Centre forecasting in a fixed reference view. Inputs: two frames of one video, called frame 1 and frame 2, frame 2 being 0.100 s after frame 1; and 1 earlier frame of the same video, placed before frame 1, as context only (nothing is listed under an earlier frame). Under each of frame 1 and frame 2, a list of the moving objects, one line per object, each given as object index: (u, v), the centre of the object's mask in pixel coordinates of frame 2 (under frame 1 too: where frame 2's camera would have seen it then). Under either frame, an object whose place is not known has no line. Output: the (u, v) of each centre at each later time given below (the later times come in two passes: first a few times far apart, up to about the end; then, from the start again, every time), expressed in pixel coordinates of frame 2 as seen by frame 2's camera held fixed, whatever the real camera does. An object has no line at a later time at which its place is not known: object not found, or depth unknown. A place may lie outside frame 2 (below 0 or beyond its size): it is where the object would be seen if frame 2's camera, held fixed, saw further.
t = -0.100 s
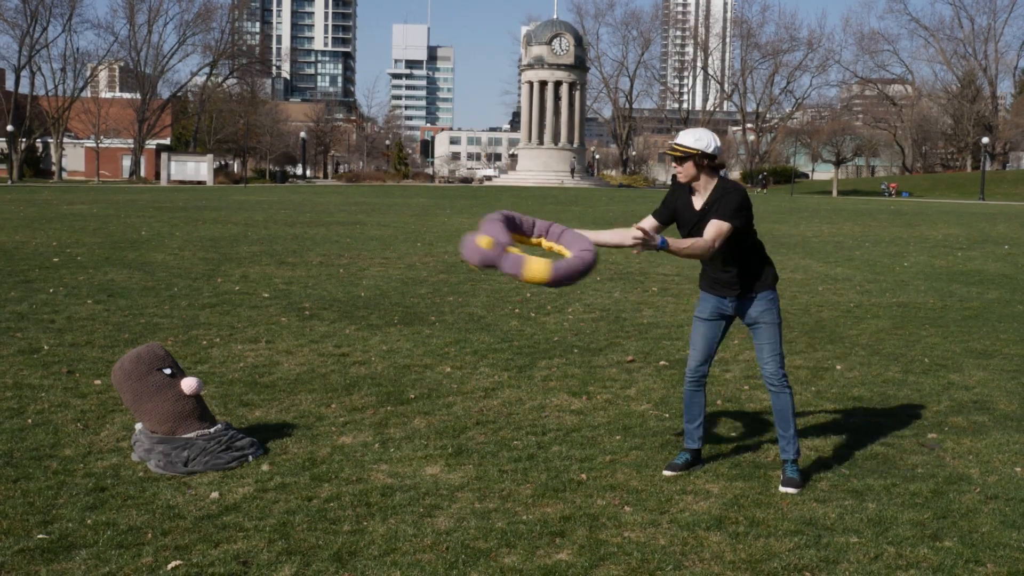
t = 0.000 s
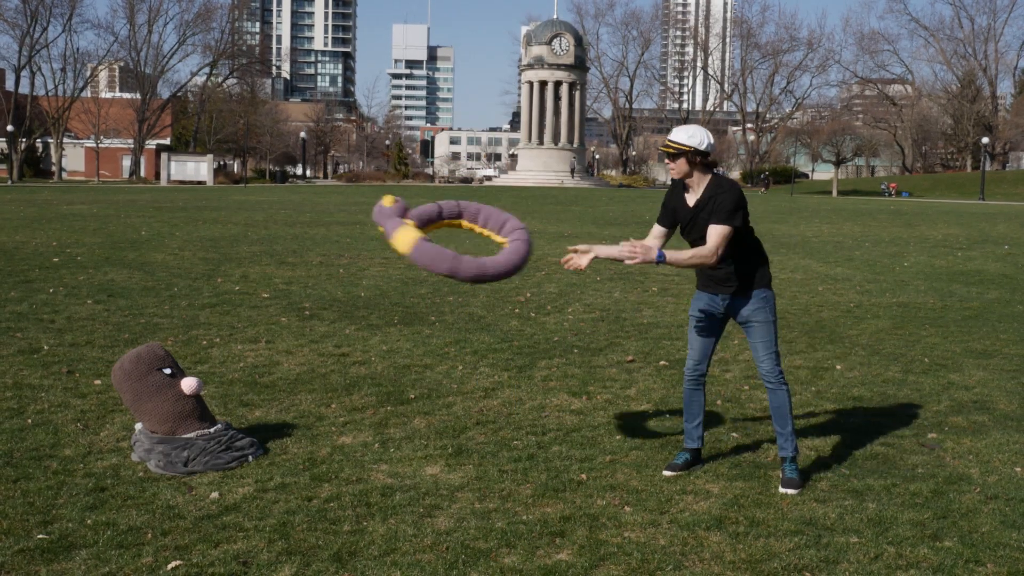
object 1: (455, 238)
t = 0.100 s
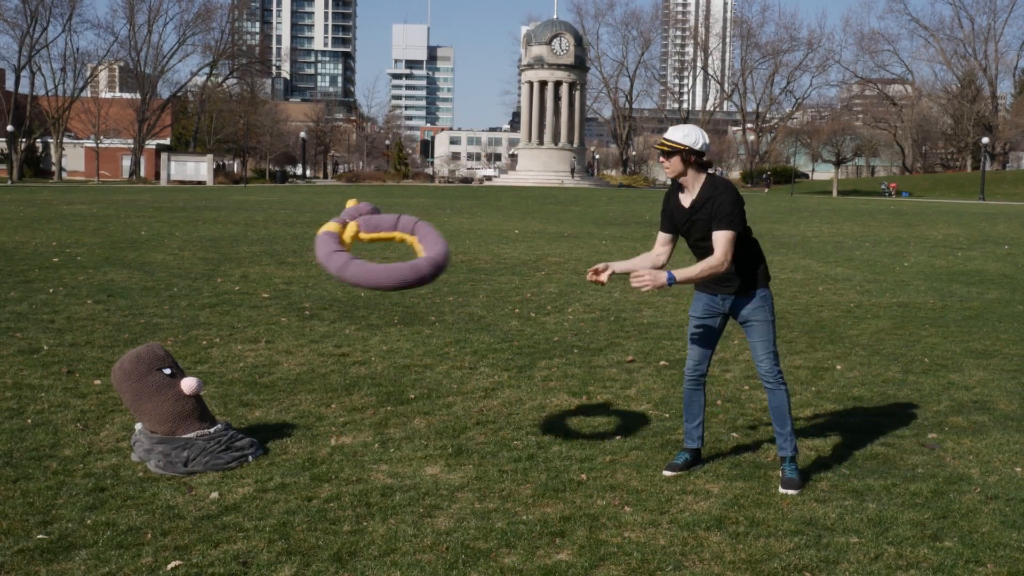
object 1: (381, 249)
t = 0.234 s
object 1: (286, 292)
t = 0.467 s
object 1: (170, 407)
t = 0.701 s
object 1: (184, 399)
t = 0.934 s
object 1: (196, 398)
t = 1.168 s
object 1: (195, 399)
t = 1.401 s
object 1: (192, 400)
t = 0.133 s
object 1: (355, 257)
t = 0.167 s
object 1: (331, 266)
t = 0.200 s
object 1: (308, 278)
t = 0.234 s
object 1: (286, 292)
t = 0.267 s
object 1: (266, 308)
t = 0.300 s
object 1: (246, 326)
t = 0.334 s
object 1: (227, 346)
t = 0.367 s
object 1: (209, 367)
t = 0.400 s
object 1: (191, 389)
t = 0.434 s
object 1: (177, 404)
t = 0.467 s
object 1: (170, 407)
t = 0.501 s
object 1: (169, 406)
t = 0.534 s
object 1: (171, 403)
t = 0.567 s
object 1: (174, 400)
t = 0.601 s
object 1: (178, 399)
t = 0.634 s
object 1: (180, 398)
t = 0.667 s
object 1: (182, 398)
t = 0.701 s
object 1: (184, 399)
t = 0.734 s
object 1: (185, 400)
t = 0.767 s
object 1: (187, 400)
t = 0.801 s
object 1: (189, 400)
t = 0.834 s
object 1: (191, 399)
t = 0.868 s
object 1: (193, 398)
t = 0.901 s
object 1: (194, 398)
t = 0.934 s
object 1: (196, 398)
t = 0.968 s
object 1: (197, 398)
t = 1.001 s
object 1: (197, 399)
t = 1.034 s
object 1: (197, 399)
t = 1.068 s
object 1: (197, 399)
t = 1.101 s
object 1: (196, 399)
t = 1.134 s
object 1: (196, 400)
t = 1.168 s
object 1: (195, 399)
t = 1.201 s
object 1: (194, 400)
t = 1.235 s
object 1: (193, 400)
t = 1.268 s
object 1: (193, 400)
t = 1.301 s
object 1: (193, 400)
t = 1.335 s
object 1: (192, 400)
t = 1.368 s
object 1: (192, 400)
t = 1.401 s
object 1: (192, 400)
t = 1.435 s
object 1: (192, 400)
